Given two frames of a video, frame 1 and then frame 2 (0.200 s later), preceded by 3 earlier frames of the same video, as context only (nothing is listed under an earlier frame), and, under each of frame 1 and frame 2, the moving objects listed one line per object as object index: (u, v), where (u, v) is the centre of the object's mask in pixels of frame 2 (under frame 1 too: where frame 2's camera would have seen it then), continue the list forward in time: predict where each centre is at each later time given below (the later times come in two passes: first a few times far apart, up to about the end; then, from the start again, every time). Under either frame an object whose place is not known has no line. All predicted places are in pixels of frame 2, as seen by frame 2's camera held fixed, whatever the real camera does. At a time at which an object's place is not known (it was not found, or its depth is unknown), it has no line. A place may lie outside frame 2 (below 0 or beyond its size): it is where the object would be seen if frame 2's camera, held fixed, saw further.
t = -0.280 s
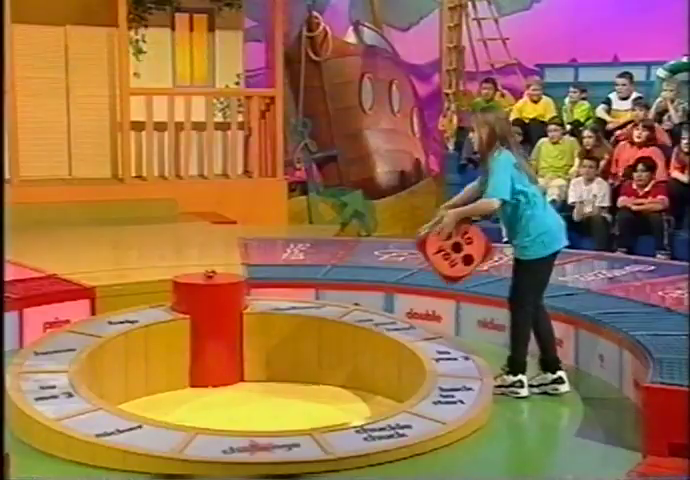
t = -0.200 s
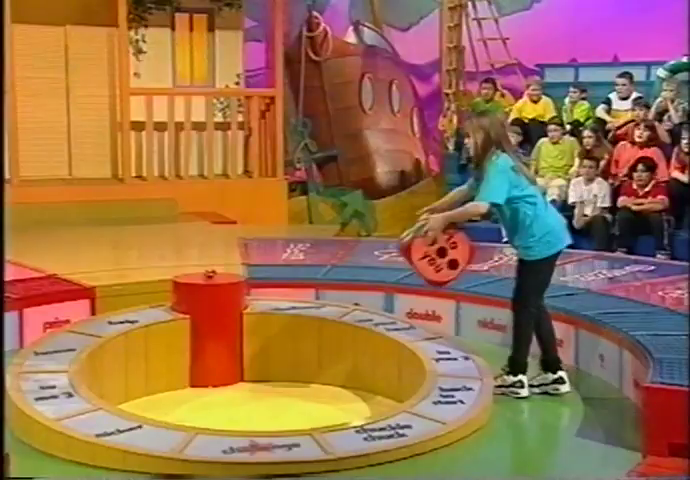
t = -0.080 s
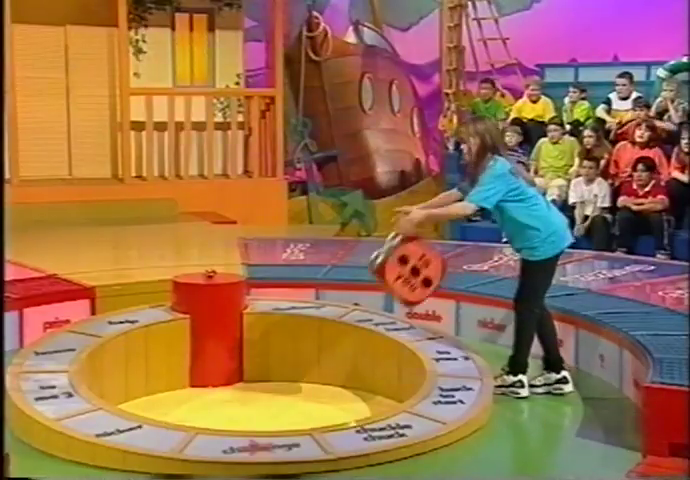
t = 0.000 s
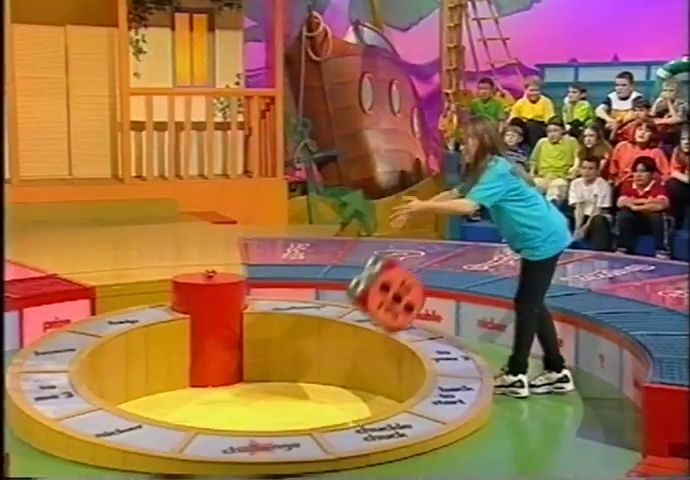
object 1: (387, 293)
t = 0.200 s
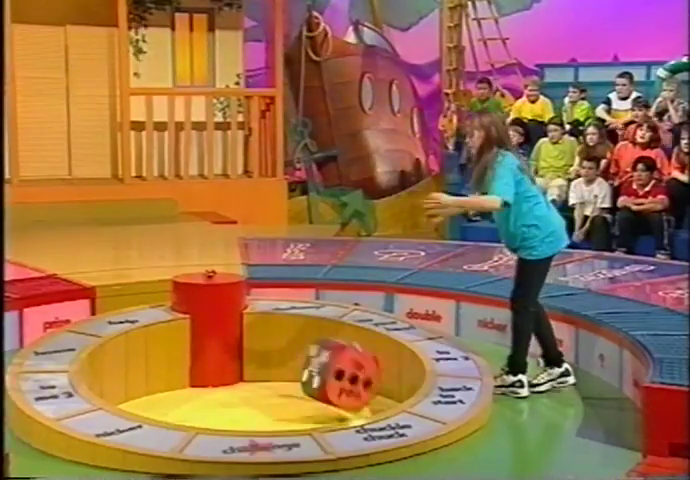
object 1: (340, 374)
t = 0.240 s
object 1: (332, 365)
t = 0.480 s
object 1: (293, 369)
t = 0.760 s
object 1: (229, 389)
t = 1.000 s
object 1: (186, 390)
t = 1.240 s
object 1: (169, 389)
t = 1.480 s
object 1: (158, 391)
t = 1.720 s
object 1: (142, 392)
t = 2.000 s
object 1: (146, 393)
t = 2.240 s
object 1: (146, 394)
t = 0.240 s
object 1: (332, 365)
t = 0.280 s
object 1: (326, 360)
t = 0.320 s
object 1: (319, 356)
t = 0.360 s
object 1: (314, 355)
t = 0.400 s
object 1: (306, 356)
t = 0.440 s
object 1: (300, 362)
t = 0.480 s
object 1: (293, 369)
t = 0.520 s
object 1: (286, 378)
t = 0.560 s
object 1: (277, 388)
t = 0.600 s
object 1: (268, 383)
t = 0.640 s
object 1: (258, 383)
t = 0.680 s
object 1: (249, 386)
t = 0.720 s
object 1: (239, 390)
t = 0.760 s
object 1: (229, 389)
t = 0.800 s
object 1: (221, 386)
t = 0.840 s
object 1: (213, 385)
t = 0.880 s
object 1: (204, 388)
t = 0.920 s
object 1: (197, 391)
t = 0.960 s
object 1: (189, 394)
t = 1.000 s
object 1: (186, 390)
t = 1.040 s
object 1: (183, 387)
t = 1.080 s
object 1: (180, 387)
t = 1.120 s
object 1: (177, 388)
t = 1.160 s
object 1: (174, 390)
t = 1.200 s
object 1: (172, 389)
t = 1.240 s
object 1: (169, 389)
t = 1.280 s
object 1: (167, 389)
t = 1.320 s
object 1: (165, 389)
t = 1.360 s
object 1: (164, 390)
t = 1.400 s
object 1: (161, 390)
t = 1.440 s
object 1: (160, 390)
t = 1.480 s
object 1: (158, 391)
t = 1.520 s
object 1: (156, 392)
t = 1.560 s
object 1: (154, 393)
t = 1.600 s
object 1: (152, 393)
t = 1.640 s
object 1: (148, 394)
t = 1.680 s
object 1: (144, 393)
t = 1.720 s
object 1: (142, 392)
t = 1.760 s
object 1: (140, 391)
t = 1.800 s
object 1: (140, 391)
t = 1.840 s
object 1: (140, 391)
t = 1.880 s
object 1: (140, 392)
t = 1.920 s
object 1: (142, 393)
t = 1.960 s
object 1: (145, 394)
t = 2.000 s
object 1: (146, 393)
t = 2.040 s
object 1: (146, 393)
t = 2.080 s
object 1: (146, 393)
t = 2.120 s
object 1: (146, 394)
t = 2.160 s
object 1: (146, 394)
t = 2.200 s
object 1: (146, 394)
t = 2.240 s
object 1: (146, 394)
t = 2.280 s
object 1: (146, 394)
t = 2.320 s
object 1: (146, 394)
